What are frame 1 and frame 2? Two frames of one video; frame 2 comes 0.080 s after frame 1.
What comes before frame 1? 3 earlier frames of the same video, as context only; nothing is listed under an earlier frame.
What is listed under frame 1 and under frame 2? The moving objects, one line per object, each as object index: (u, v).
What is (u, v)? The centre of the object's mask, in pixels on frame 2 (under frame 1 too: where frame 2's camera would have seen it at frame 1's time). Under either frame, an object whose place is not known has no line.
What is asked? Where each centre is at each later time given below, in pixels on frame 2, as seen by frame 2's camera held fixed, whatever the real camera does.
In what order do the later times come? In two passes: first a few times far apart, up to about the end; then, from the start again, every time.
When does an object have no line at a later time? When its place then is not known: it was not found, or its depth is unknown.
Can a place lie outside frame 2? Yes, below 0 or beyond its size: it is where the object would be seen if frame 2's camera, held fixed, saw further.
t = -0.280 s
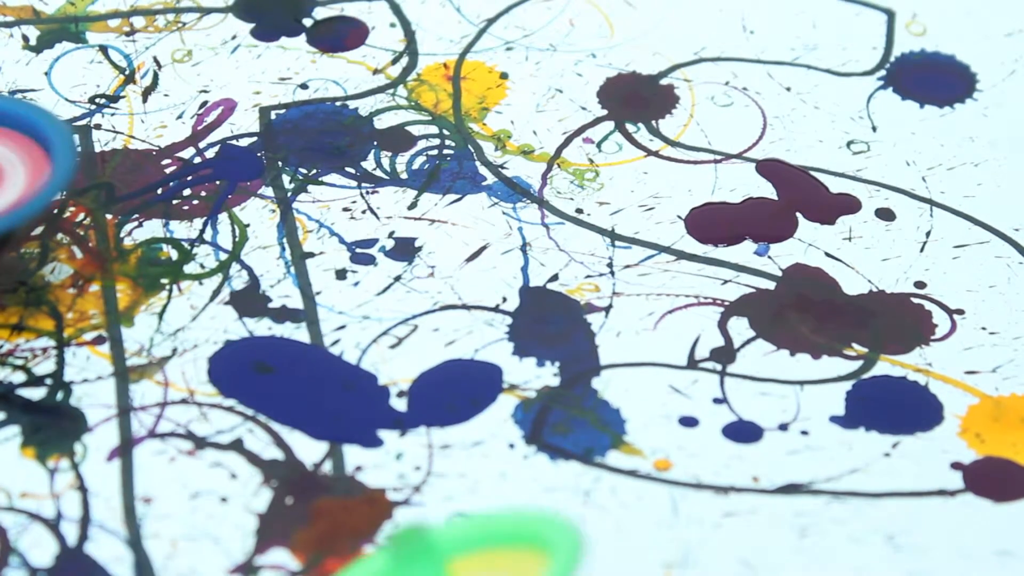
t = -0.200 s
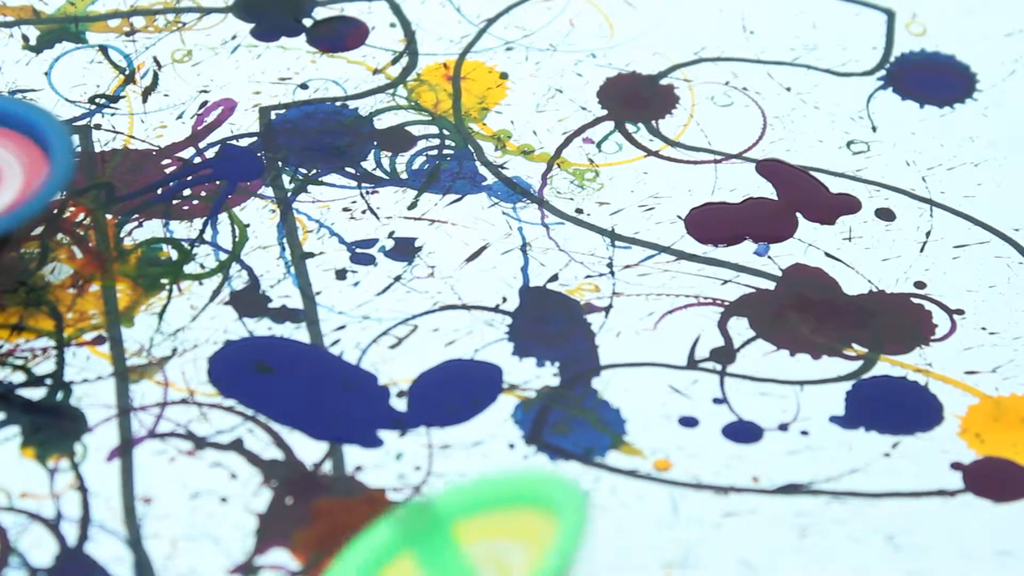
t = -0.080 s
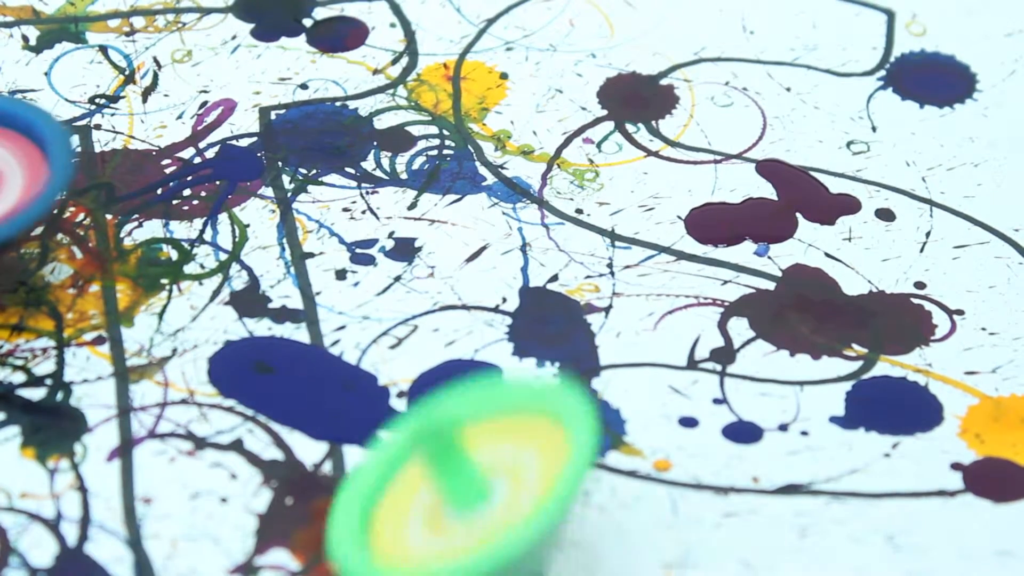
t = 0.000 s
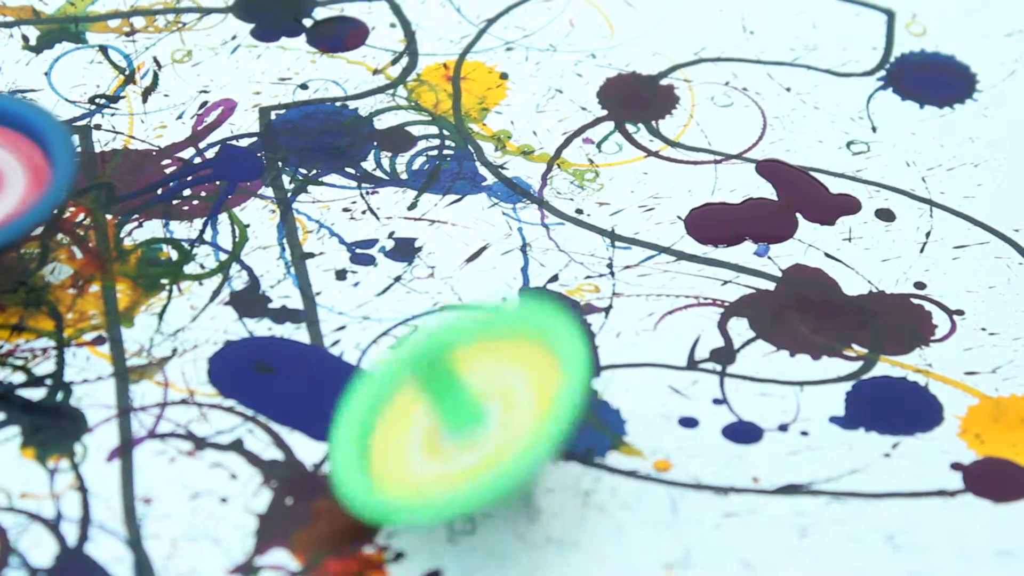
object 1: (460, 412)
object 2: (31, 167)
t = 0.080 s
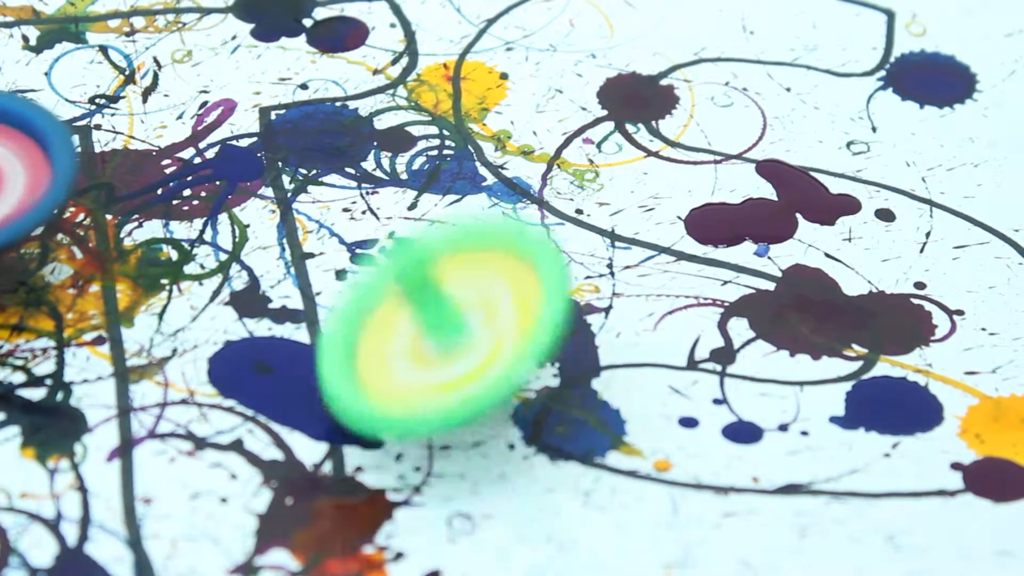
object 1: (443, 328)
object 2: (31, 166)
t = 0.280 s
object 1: (322, 127)
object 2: (35, 168)
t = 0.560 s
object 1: (90, 43)
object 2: (35, 162)
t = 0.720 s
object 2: (32, 157)
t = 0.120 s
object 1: (433, 280)
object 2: (32, 167)
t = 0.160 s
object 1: (410, 233)
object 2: (32, 167)
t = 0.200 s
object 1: (383, 194)
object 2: (33, 167)
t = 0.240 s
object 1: (356, 160)
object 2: (34, 168)
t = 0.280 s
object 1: (322, 127)
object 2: (35, 168)
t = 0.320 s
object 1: (282, 100)
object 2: (35, 168)
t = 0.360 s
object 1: (244, 82)
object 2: (36, 167)
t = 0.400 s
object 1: (204, 66)
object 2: (35, 166)
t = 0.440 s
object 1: (168, 55)
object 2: (36, 165)
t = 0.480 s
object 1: (136, 49)
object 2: (36, 164)
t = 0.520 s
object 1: (107, 45)
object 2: (36, 163)
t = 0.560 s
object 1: (90, 43)
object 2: (35, 162)
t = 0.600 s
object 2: (35, 160)
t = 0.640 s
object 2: (33, 158)
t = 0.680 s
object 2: (32, 158)
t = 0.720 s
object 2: (32, 157)
